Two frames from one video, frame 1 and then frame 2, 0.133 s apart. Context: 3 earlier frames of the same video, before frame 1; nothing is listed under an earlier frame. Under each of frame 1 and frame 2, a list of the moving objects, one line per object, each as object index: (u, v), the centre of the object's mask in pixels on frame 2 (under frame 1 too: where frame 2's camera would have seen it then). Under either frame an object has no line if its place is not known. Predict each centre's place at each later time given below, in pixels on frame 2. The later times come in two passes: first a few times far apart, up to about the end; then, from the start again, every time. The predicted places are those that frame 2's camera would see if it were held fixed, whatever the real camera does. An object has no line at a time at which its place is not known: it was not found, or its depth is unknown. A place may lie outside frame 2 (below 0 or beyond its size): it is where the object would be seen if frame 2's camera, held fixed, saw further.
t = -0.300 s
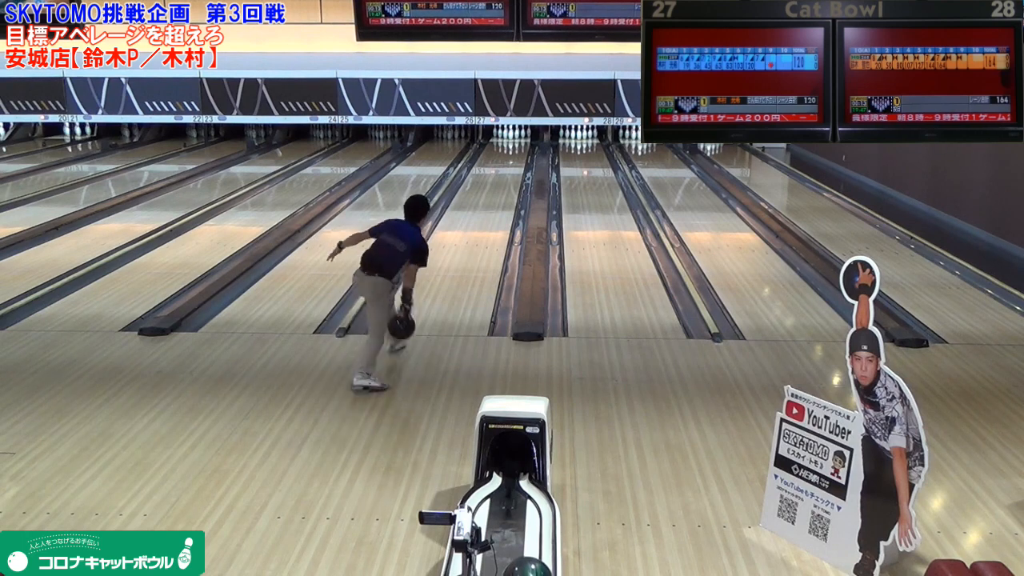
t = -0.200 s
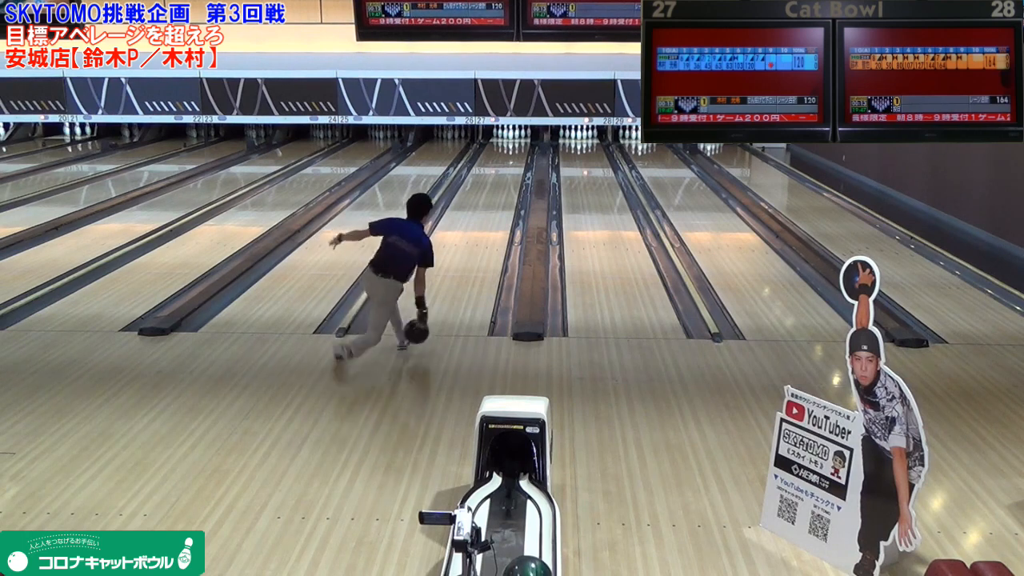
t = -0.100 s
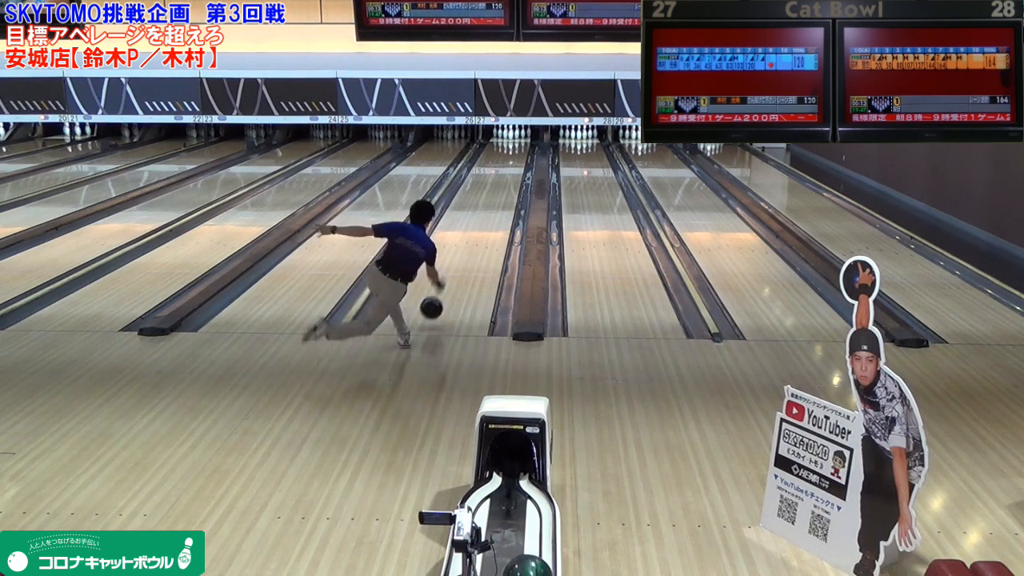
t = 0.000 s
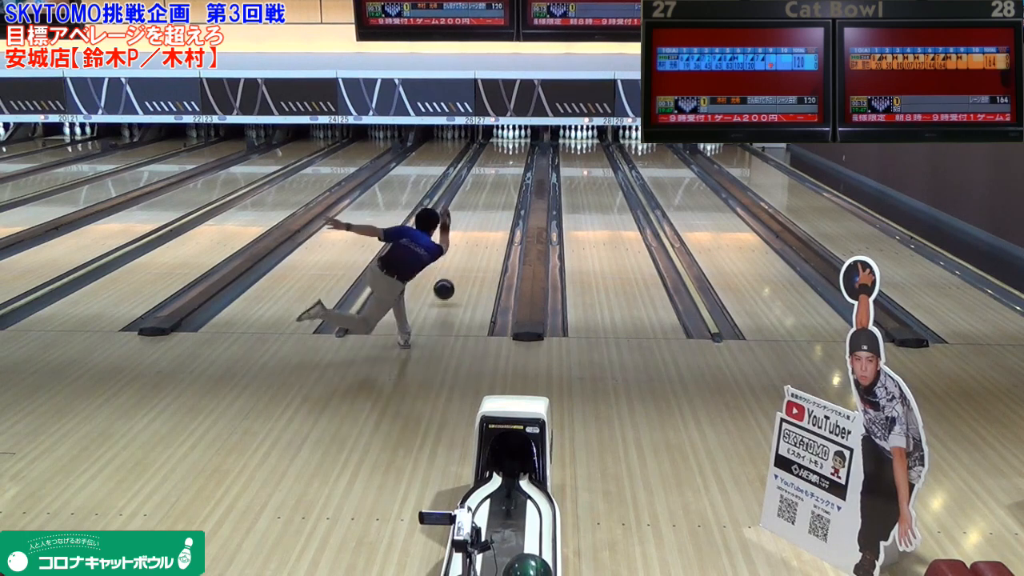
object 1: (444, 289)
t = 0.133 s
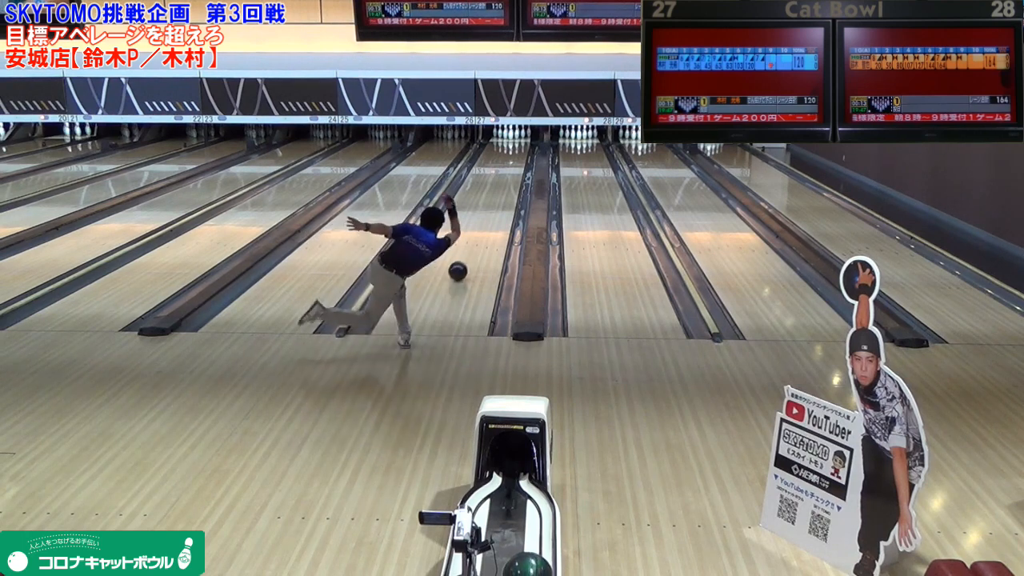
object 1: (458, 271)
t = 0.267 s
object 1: (470, 252)
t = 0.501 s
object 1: (483, 224)
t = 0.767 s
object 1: (495, 201)
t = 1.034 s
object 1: (503, 183)
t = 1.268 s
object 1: (508, 170)
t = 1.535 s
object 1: (512, 159)
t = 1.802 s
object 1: (514, 150)
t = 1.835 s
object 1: (514, 149)
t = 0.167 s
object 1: (461, 266)
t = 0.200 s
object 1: (463, 261)
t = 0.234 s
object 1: (466, 256)
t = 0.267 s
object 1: (470, 252)
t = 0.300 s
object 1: (471, 247)
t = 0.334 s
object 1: (473, 242)
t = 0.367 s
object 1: (476, 238)
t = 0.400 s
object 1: (478, 235)
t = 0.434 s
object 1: (480, 231)
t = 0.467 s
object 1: (482, 227)
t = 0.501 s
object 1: (483, 224)
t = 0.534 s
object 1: (485, 221)
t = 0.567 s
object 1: (487, 218)
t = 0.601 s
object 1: (488, 214)
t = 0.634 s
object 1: (490, 212)
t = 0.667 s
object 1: (491, 209)
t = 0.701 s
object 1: (493, 206)
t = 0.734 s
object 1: (494, 204)
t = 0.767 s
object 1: (495, 201)
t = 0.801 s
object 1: (496, 198)
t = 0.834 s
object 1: (498, 196)
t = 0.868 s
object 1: (499, 194)
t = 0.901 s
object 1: (500, 191)
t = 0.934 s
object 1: (501, 189)
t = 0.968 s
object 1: (501, 187)
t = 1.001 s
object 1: (502, 185)
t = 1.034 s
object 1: (503, 183)
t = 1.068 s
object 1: (504, 181)
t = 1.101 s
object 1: (505, 180)
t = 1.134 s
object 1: (506, 177)
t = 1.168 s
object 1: (506, 176)
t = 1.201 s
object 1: (507, 174)
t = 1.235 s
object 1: (508, 172)
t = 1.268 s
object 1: (508, 170)
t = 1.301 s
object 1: (509, 169)
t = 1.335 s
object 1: (509, 167)
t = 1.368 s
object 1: (510, 166)
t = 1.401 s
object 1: (510, 165)
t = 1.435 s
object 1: (511, 163)
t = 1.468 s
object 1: (511, 162)
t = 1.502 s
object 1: (512, 160)
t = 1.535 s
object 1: (512, 159)
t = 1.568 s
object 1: (512, 158)
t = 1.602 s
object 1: (513, 157)
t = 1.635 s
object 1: (513, 155)
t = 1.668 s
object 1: (513, 154)
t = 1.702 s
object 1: (513, 153)
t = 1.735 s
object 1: (514, 152)
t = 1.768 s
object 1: (514, 151)
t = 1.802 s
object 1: (514, 150)
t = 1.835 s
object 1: (514, 149)
